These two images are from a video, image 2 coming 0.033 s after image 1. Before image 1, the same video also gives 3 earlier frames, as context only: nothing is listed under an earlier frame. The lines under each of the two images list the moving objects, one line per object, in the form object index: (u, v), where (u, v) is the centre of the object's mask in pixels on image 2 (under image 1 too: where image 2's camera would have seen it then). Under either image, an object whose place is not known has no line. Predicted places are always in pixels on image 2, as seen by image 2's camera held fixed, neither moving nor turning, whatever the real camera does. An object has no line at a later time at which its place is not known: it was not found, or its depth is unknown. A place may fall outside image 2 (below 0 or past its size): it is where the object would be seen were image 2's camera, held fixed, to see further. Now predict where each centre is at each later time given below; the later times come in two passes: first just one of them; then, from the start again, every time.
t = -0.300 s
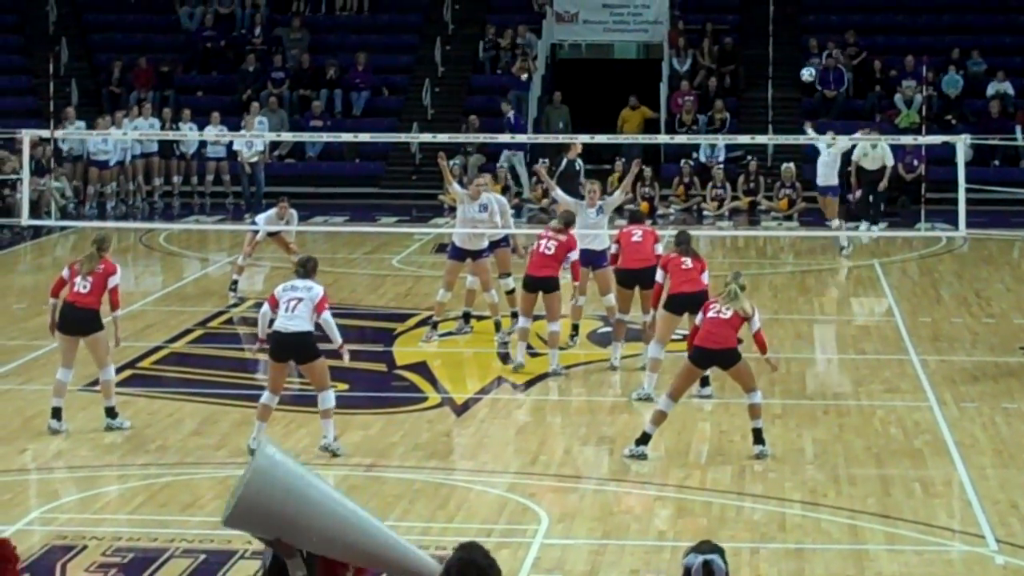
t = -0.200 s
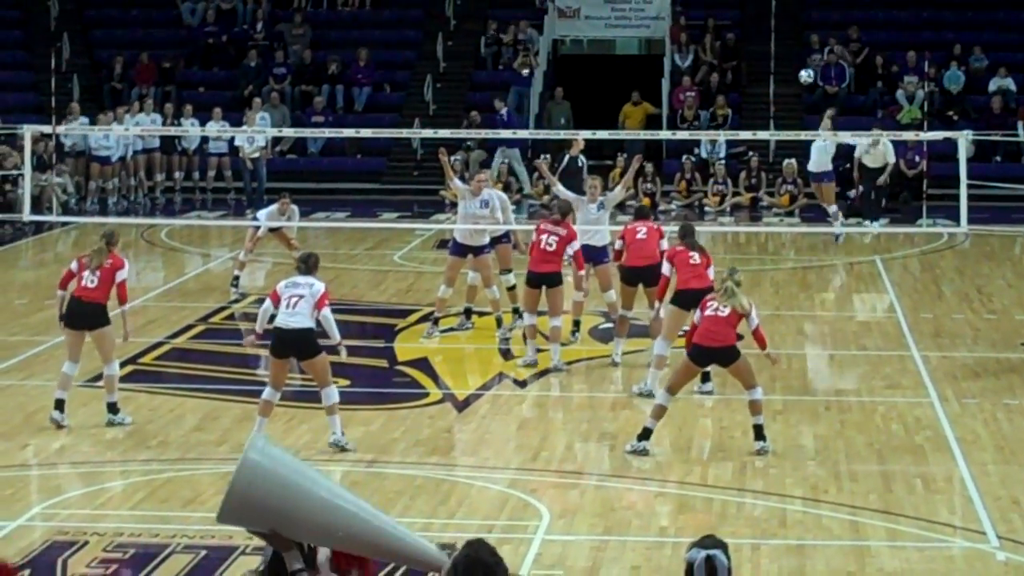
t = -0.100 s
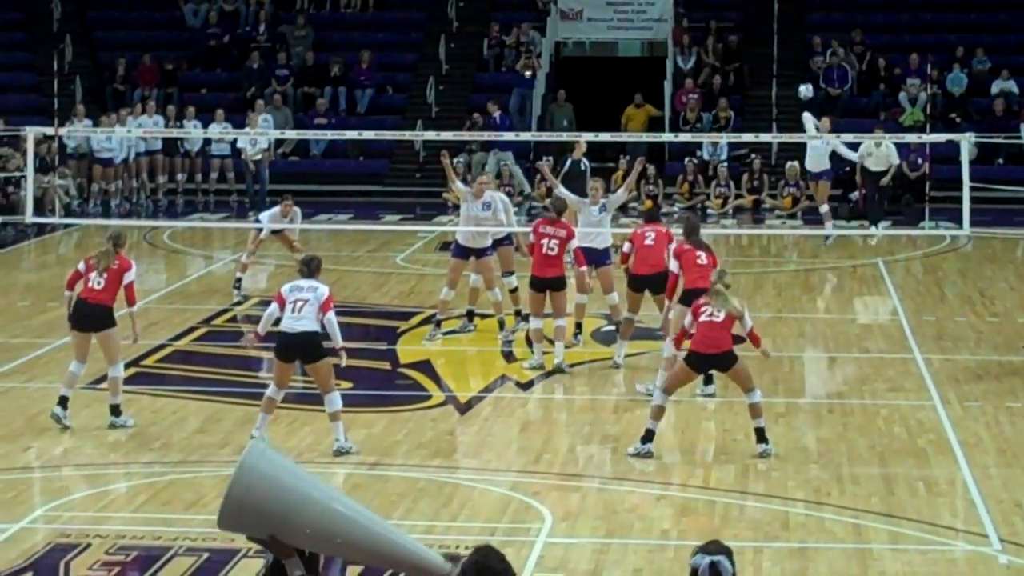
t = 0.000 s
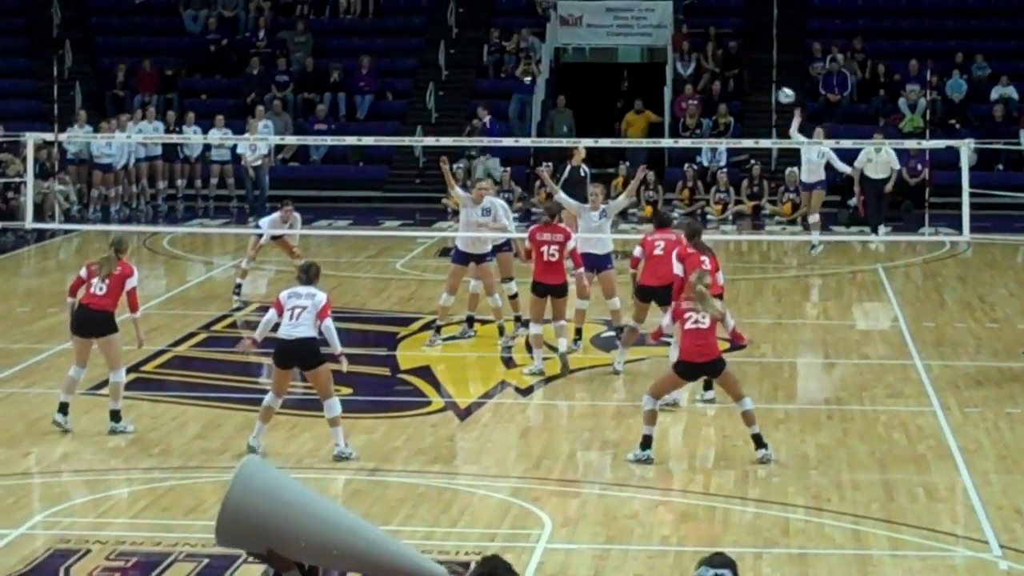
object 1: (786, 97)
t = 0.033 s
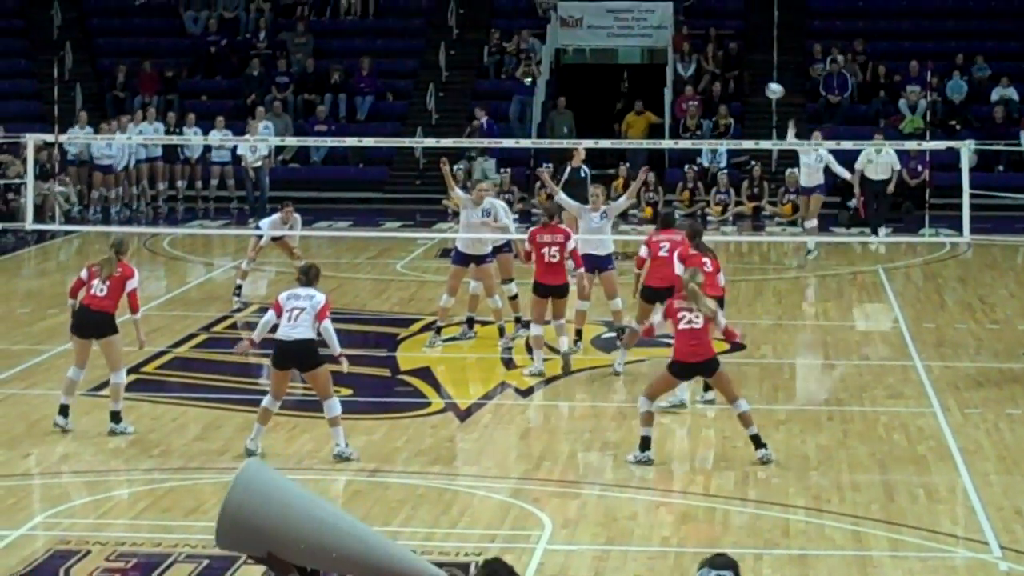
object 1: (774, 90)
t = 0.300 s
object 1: (665, 63)
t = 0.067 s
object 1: (762, 85)
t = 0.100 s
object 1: (750, 80)
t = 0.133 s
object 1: (737, 76)
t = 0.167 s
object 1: (724, 72)
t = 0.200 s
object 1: (710, 69)
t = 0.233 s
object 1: (695, 66)
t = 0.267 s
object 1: (682, 65)
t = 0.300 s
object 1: (665, 63)
